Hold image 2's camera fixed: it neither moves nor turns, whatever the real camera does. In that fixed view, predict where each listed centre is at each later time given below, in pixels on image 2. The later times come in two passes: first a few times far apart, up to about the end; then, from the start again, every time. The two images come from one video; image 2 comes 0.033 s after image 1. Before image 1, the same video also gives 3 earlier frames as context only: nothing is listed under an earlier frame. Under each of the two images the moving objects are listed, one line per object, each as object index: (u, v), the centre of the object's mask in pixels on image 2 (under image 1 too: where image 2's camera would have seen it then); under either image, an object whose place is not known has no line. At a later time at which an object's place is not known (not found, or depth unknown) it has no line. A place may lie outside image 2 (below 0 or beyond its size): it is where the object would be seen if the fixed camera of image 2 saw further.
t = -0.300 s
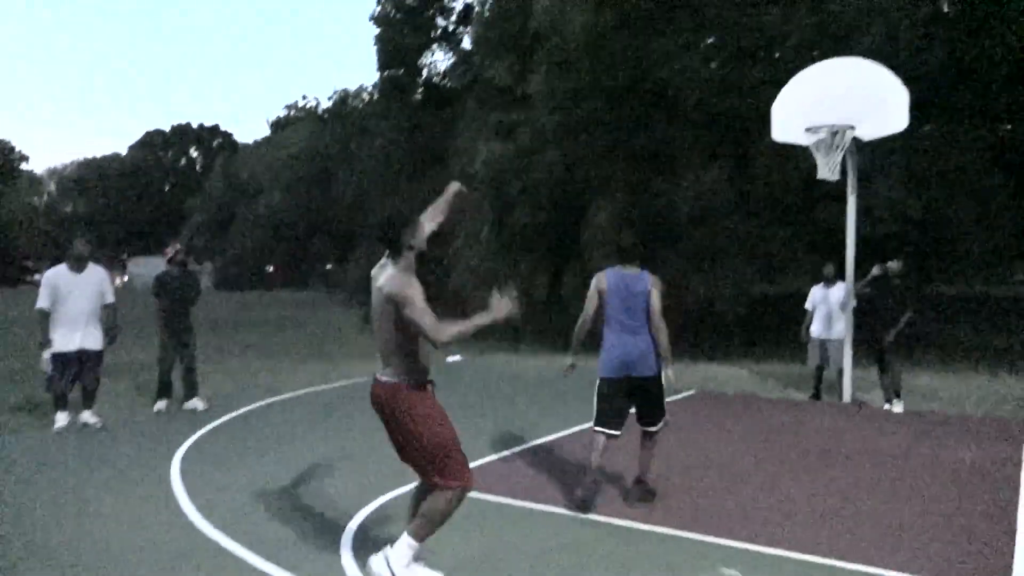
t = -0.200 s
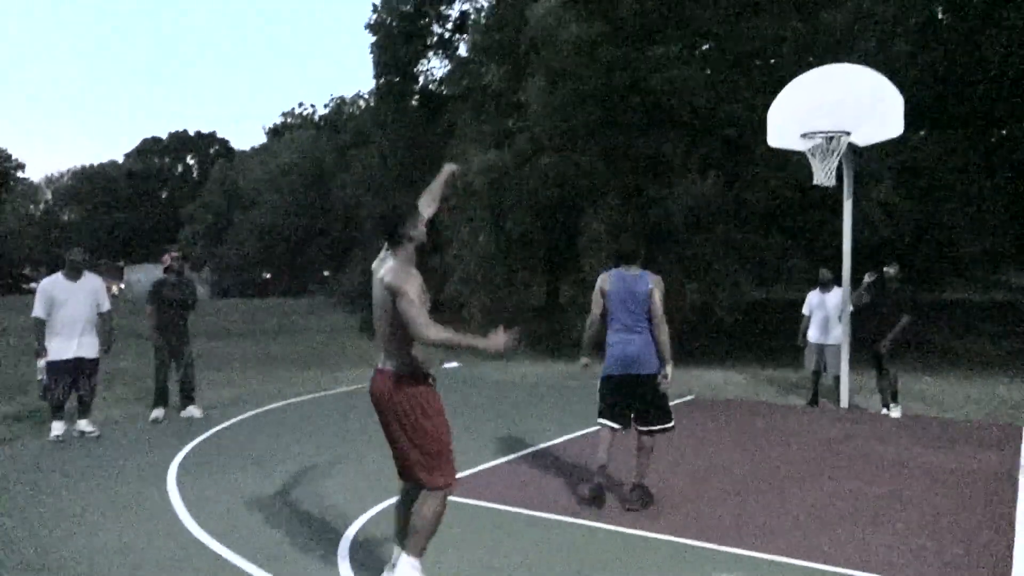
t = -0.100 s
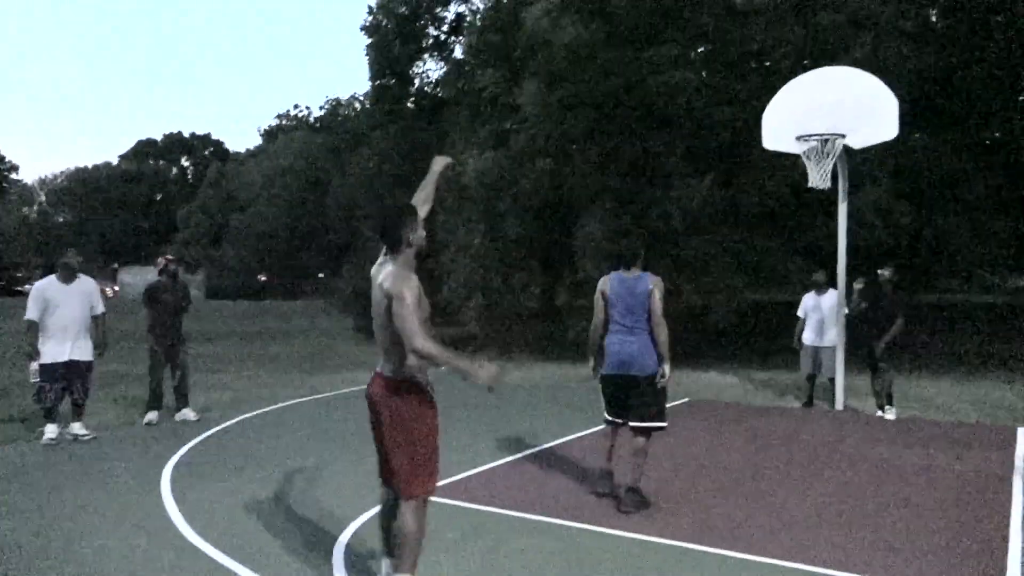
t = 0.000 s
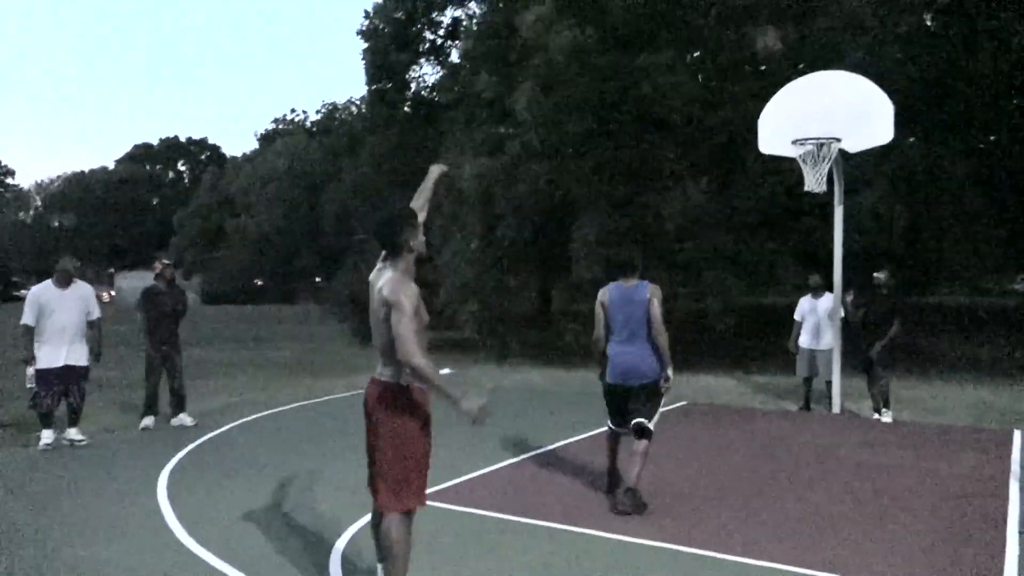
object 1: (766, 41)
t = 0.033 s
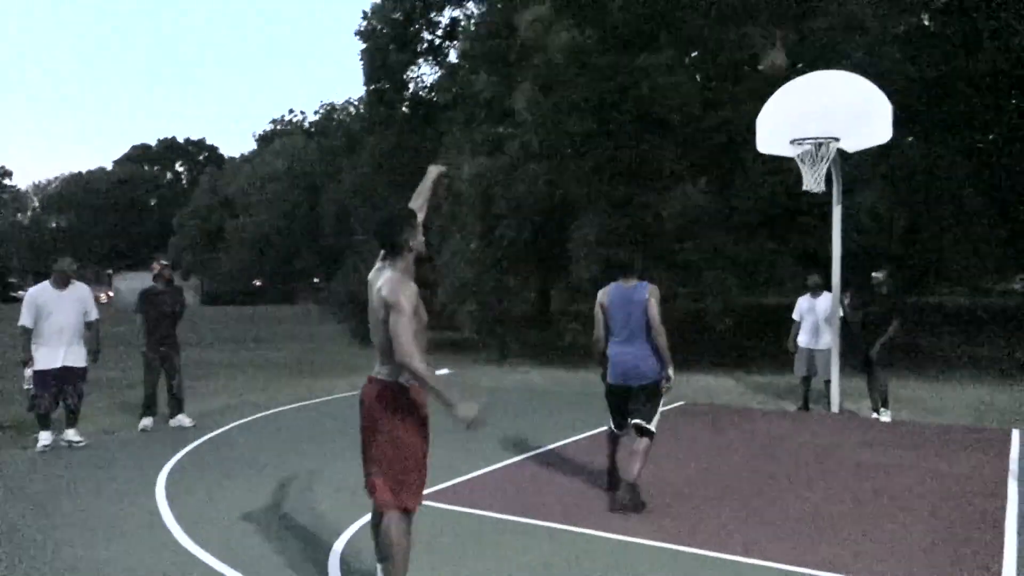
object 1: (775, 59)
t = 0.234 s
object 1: (793, 105)
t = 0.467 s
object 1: (767, 45)
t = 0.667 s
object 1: (743, 31)
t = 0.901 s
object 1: (713, 61)
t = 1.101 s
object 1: (685, 135)
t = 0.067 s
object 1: (782, 76)
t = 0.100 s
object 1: (788, 95)
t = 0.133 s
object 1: (795, 114)
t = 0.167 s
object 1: (799, 128)
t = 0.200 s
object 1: (797, 118)
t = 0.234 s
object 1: (793, 105)
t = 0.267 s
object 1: (790, 93)
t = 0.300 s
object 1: (786, 81)
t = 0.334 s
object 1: (783, 71)
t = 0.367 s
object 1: (780, 67)
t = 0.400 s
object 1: (773, 58)
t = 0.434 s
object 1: (771, 53)
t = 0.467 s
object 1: (767, 45)
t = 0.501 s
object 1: (764, 41)
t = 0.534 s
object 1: (760, 36)
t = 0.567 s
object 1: (758, 35)
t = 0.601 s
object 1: (752, 31)
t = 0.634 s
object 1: (748, 31)
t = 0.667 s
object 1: (743, 31)
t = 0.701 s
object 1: (739, 29)
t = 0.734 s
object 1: (734, 31)
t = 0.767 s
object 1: (729, 34)
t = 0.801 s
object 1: (726, 39)
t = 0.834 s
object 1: (724, 46)
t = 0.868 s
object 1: (718, 52)
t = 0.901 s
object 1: (713, 61)
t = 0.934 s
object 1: (708, 71)
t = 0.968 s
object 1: (704, 81)
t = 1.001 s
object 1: (700, 91)
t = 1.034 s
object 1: (695, 105)
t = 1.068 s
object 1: (691, 120)
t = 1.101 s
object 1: (685, 135)
